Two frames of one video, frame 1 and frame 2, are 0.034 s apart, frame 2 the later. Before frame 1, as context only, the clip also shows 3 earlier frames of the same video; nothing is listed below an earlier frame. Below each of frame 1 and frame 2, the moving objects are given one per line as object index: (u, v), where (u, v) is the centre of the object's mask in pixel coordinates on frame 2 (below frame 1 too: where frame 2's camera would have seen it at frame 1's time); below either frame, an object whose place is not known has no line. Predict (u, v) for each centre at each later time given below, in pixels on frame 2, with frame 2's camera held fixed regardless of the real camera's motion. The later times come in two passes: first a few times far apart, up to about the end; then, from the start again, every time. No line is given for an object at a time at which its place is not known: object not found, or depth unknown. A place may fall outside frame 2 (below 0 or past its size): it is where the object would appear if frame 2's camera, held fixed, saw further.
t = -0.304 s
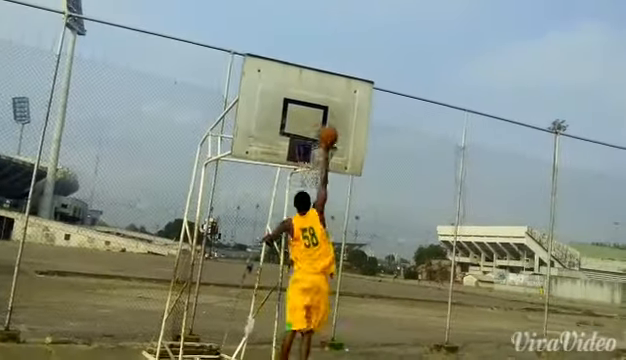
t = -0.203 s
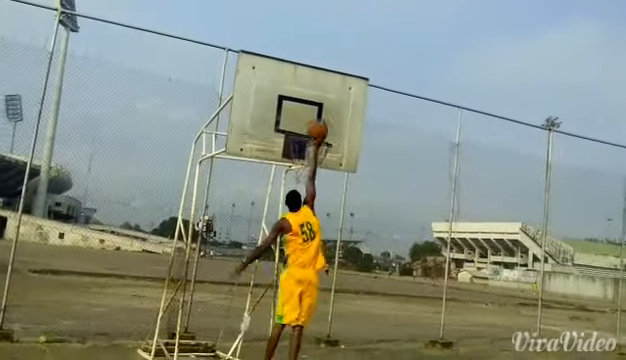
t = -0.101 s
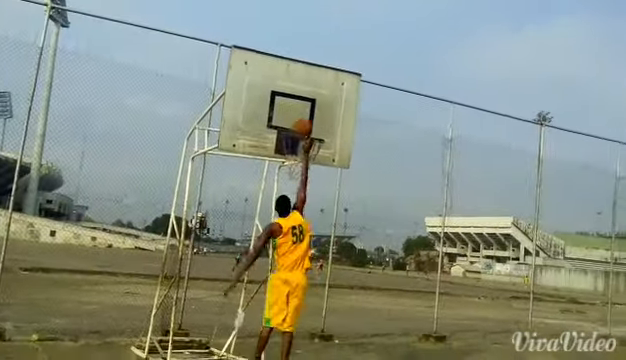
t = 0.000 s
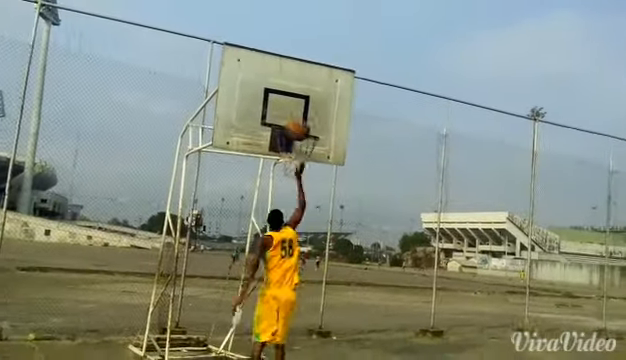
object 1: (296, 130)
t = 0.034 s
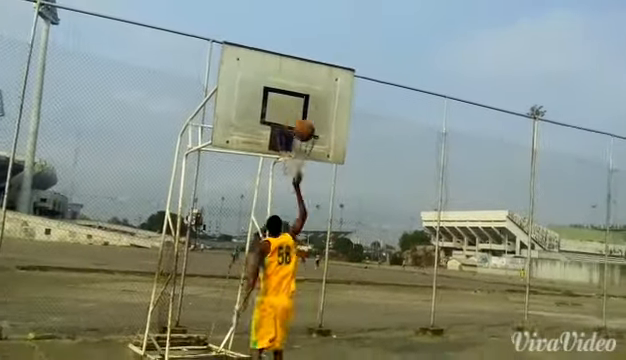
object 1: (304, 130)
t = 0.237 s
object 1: (292, 130)
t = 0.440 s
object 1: (300, 144)
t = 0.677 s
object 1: (293, 165)
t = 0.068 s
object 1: (302, 129)
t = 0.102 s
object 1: (299, 128)
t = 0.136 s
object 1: (296, 128)
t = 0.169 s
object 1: (293, 127)
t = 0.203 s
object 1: (293, 128)
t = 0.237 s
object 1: (292, 130)
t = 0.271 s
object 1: (296, 130)
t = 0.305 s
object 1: (300, 132)
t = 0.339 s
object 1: (301, 134)
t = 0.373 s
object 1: (300, 137)
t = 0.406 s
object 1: (301, 141)
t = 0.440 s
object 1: (300, 144)
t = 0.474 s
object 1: (300, 149)
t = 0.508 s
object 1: (298, 156)
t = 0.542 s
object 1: (297, 160)
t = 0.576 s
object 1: (296, 163)
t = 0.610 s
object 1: (295, 165)
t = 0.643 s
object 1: (294, 165)
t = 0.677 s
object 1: (293, 165)
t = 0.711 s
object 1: (292, 164)
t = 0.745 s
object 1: (291, 165)
